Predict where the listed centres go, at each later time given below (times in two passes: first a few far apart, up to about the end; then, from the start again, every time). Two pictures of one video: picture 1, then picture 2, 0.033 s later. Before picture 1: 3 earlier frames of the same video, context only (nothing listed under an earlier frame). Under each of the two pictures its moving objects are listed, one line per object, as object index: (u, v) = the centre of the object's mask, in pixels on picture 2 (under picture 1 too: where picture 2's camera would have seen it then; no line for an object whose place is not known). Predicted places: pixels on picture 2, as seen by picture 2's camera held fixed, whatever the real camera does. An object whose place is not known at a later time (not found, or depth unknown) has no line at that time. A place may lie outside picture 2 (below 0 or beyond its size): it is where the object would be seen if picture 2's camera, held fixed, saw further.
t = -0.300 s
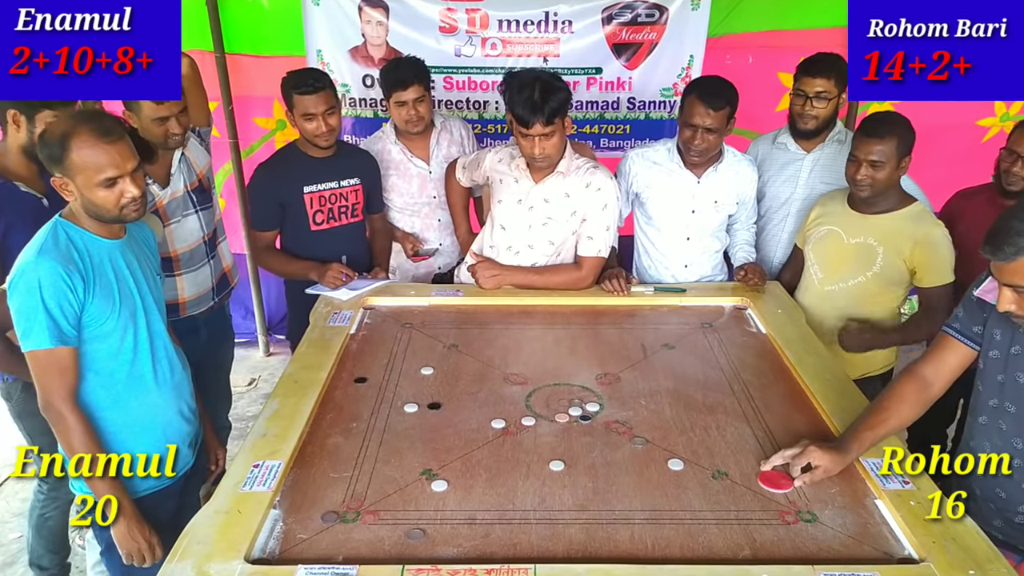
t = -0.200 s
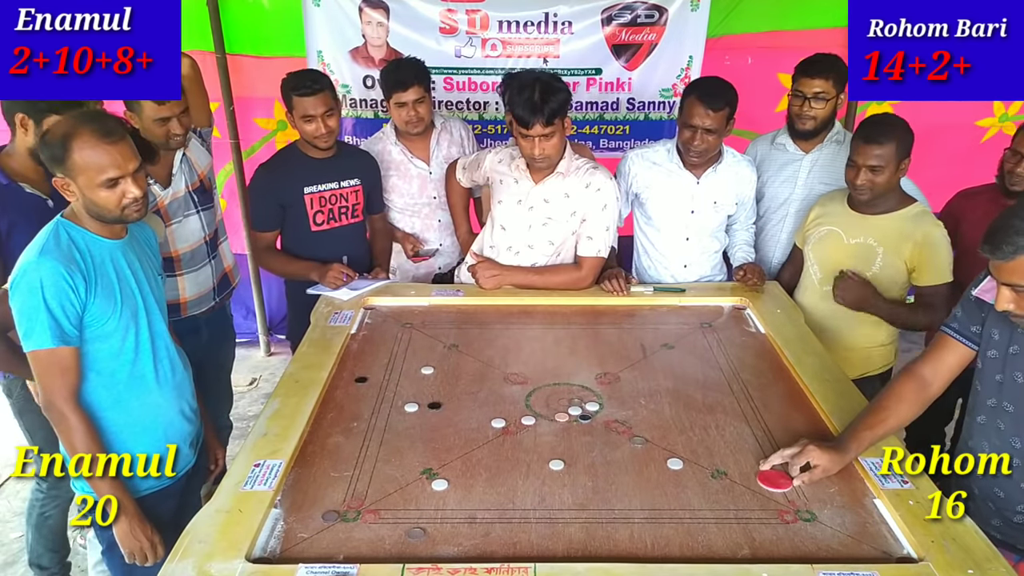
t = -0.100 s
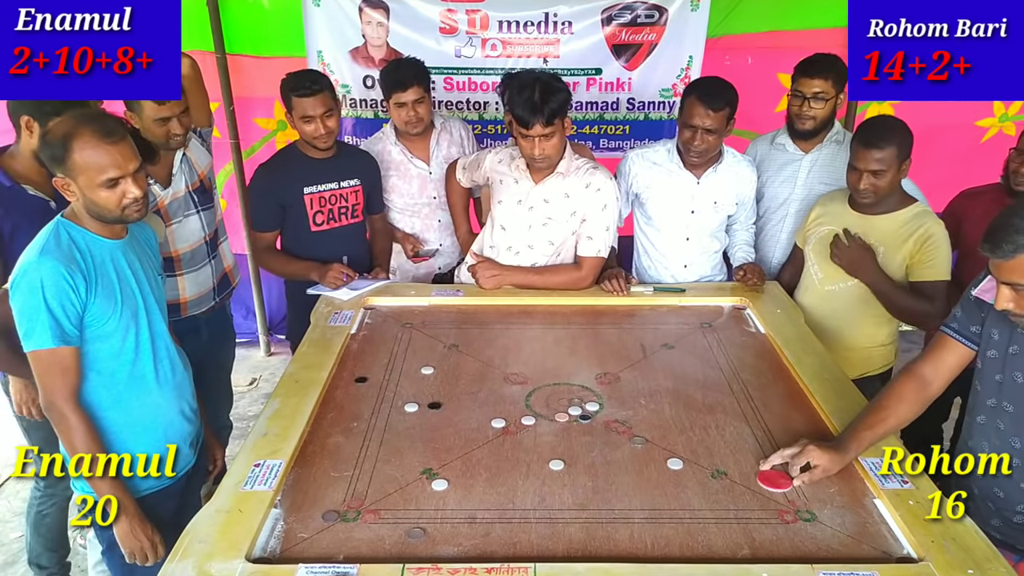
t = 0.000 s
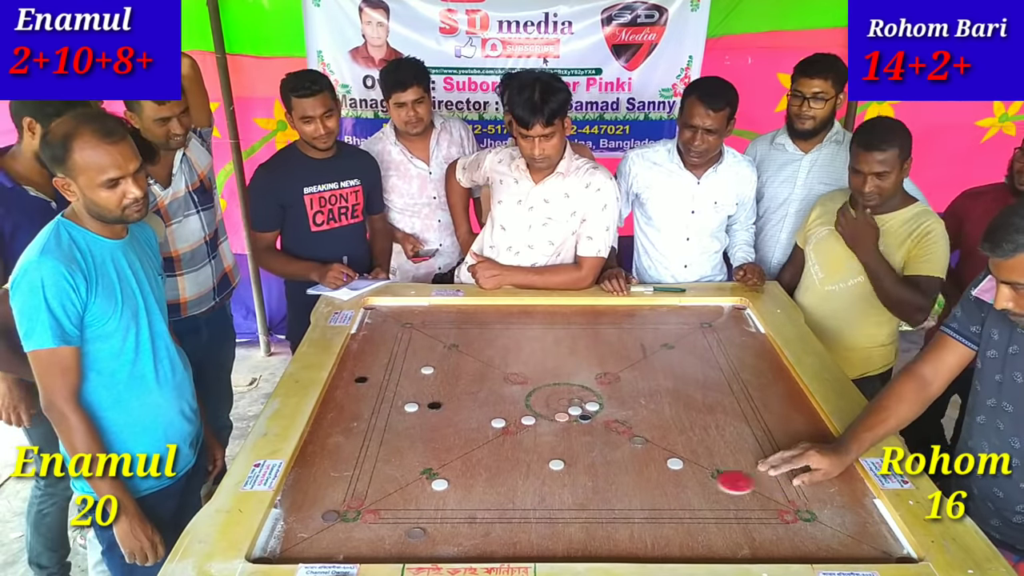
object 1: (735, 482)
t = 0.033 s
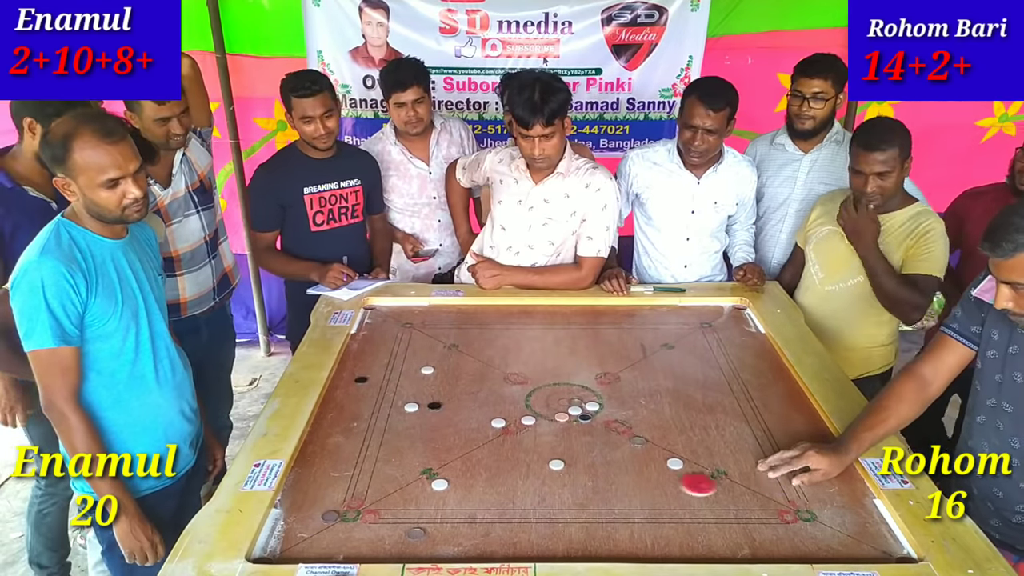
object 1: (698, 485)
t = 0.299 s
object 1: (430, 498)
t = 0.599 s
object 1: (289, 511)
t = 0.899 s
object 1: (289, 511)
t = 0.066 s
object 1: (662, 486)
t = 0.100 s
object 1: (627, 488)
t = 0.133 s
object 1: (593, 490)
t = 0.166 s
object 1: (558, 491)
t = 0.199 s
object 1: (525, 493)
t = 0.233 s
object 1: (492, 494)
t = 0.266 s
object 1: (459, 495)
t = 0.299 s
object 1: (430, 498)
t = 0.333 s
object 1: (402, 501)
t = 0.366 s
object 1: (374, 504)
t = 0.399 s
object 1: (347, 508)
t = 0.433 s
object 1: (326, 508)
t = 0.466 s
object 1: (305, 509)
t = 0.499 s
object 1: (289, 510)
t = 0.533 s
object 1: (289, 511)
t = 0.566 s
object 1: (289, 511)
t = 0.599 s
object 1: (289, 511)
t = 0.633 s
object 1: (289, 511)
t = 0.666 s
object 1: (289, 511)
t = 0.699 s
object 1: (289, 511)
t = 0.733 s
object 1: (289, 511)
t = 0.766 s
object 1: (289, 511)
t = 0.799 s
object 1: (289, 511)
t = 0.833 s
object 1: (289, 511)
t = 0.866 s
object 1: (289, 511)
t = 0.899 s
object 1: (289, 511)
